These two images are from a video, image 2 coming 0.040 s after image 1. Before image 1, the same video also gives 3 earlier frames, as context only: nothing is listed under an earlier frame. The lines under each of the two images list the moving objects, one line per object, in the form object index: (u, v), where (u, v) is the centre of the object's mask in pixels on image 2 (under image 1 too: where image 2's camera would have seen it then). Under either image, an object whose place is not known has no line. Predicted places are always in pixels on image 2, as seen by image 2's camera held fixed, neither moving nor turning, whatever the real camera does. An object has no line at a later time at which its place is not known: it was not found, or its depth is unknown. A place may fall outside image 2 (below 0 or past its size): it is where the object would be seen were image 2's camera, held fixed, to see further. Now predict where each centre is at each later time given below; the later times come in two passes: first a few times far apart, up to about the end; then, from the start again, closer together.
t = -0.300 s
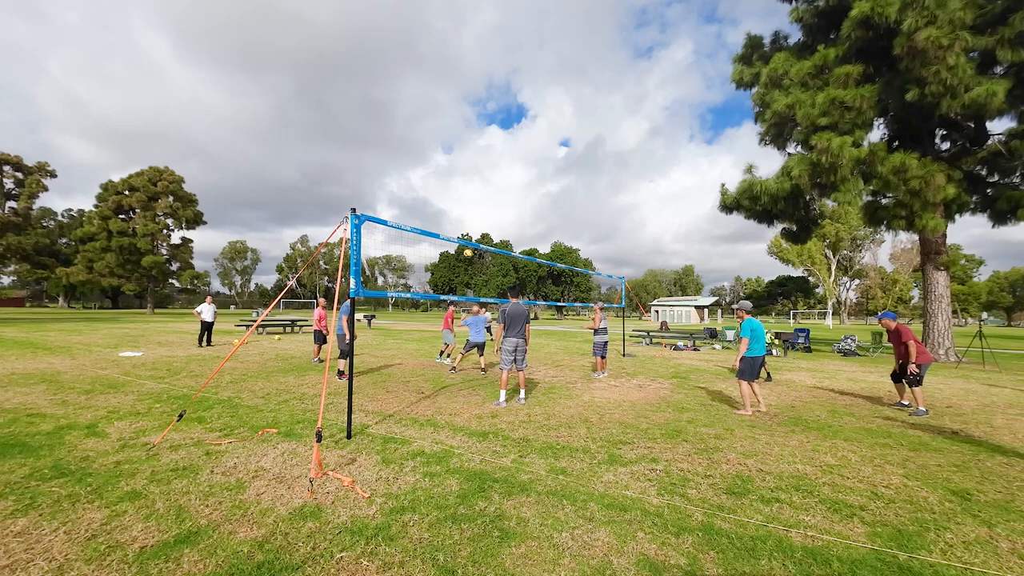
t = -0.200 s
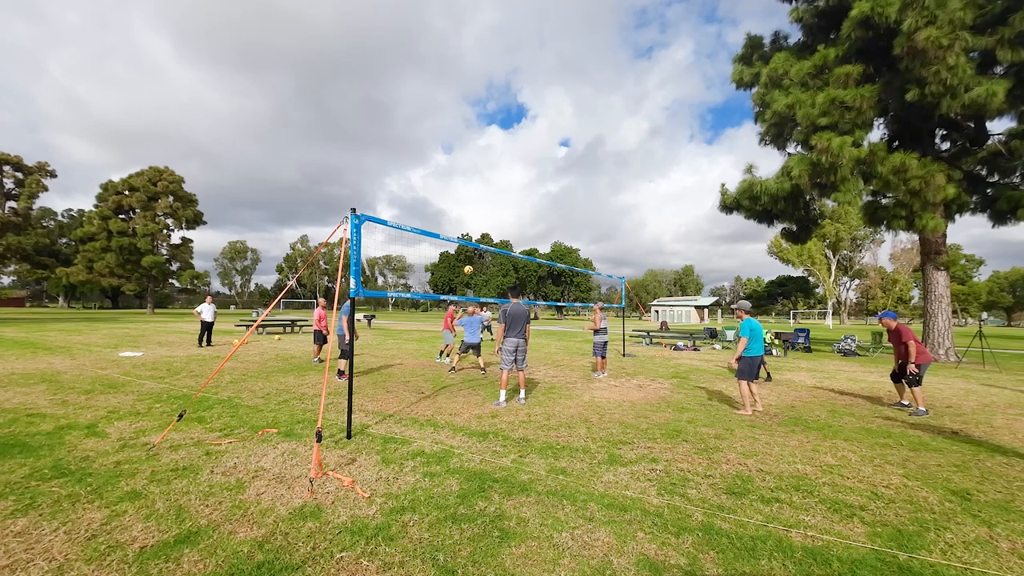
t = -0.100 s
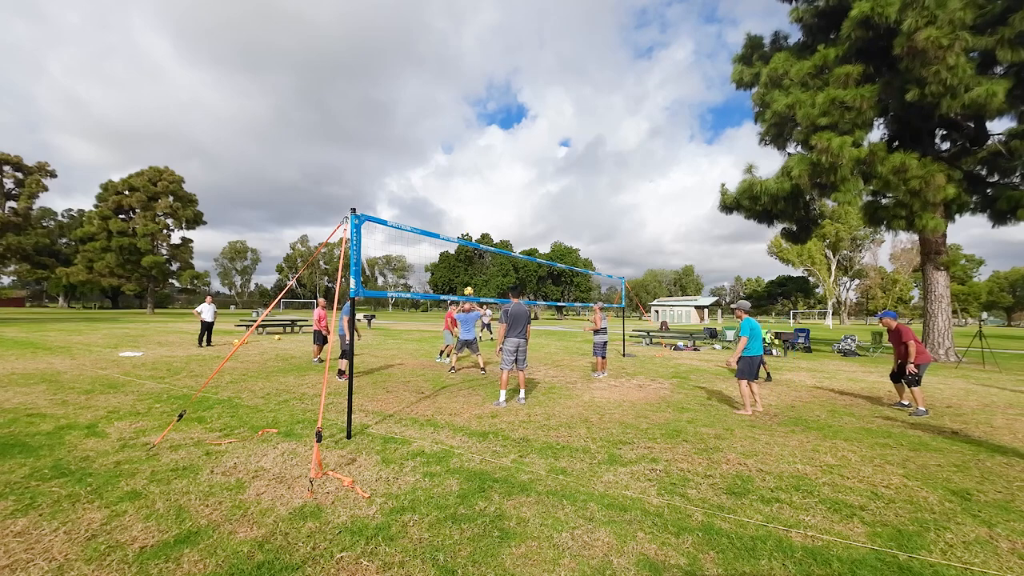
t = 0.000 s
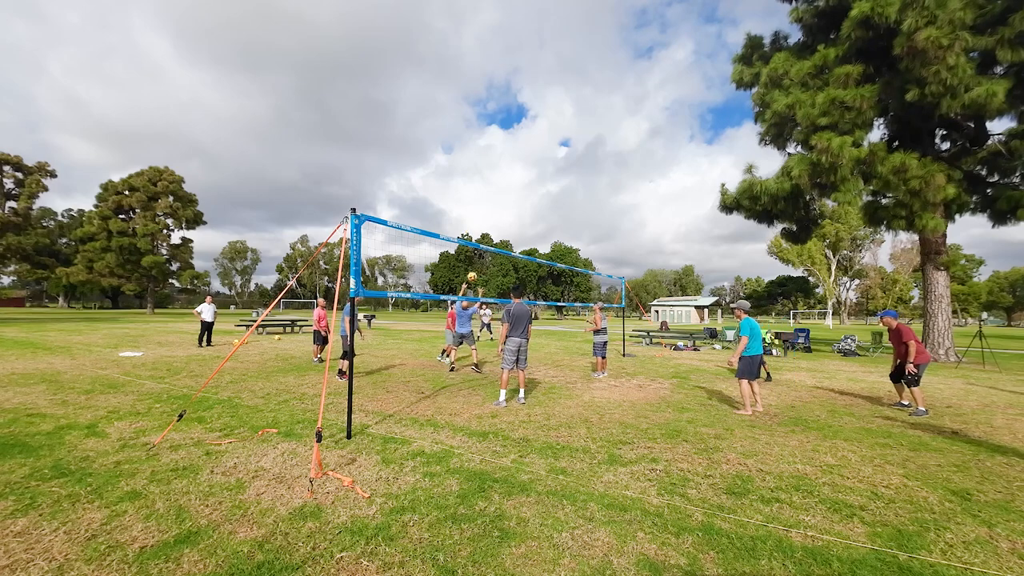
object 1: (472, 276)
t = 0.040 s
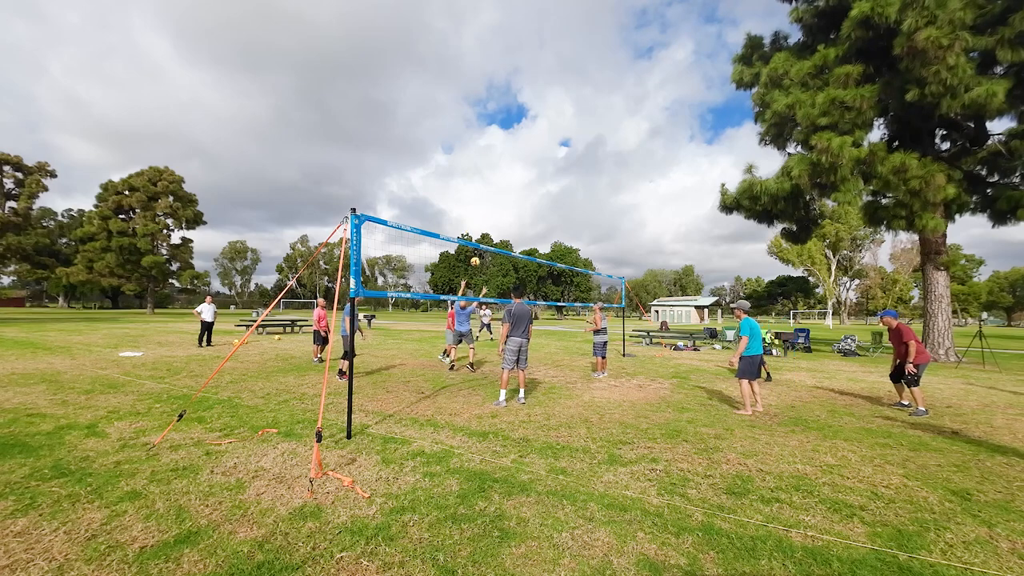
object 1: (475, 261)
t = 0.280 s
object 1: (492, 192)
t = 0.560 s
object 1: (510, 145)
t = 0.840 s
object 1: (524, 132)
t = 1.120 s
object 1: (538, 148)
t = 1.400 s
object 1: (550, 194)
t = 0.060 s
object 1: (476, 255)
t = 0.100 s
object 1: (480, 240)
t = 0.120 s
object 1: (481, 234)
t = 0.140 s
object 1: (483, 229)
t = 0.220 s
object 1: (488, 206)
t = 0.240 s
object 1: (490, 201)
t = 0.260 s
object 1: (491, 196)
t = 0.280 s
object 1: (492, 192)
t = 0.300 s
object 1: (494, 187)
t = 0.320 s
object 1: (495, 183)
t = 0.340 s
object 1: (496, 178)
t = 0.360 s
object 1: (498, 174)
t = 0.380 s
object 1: (499, 170)
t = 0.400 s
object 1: (500, 167)
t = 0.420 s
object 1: (501, 164)
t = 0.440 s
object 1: (502, 160)
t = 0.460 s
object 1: (504, 157)
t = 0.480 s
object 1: (505, 154)
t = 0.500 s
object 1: (506, 152)
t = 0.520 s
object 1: (507, 149)
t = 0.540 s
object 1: (508, 147)
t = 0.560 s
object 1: (510, 145)
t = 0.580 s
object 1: (511, 143)
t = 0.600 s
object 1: (512, 141)
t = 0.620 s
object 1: (513, 140)
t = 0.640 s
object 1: (514, 138)
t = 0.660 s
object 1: (515, 137)
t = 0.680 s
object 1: (516, 135)
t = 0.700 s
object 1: (517, 134)
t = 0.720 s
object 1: (518, 134)
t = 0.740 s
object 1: (519, 133)
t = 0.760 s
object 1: (520, 132)
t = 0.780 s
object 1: (521, 132)
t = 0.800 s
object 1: (522, 132)
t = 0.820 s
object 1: (523, 132)
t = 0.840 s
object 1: (524, 132)
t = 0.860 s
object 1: (525, 132)
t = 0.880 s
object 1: (526, 132)
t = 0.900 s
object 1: (527, 133)
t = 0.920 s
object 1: (528, 133)
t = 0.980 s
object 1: (531, 137)
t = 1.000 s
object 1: (532, 138)
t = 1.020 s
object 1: (533, 139)
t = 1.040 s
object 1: (534, 141)
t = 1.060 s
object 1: (535, 143)
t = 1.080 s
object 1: (536, 144)
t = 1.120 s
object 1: (538, 148)
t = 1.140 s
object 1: (539, 151)
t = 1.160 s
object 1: (540, 153)
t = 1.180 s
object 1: (540, 156)
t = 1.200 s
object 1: (541, 158)
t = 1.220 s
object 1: (542, 161)
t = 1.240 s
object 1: (543, 164)
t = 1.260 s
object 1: (544, 168)
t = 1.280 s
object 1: (545, 171)
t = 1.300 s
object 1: (546, 174)
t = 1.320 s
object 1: (547, 178)
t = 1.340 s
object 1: (547, 181)
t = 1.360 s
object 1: (548, 185)
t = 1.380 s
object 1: (549, 189)
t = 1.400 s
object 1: (550, 194)
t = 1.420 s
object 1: (551, 198)
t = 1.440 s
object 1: (552, 202)
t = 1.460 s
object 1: (553, 206)
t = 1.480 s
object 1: (553, 211)
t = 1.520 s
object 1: (555, 221)
